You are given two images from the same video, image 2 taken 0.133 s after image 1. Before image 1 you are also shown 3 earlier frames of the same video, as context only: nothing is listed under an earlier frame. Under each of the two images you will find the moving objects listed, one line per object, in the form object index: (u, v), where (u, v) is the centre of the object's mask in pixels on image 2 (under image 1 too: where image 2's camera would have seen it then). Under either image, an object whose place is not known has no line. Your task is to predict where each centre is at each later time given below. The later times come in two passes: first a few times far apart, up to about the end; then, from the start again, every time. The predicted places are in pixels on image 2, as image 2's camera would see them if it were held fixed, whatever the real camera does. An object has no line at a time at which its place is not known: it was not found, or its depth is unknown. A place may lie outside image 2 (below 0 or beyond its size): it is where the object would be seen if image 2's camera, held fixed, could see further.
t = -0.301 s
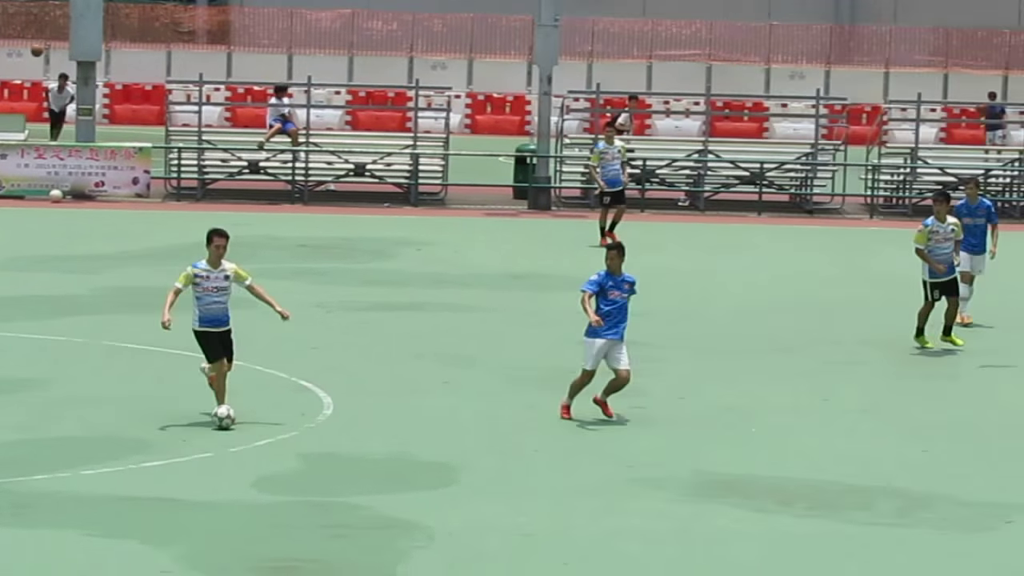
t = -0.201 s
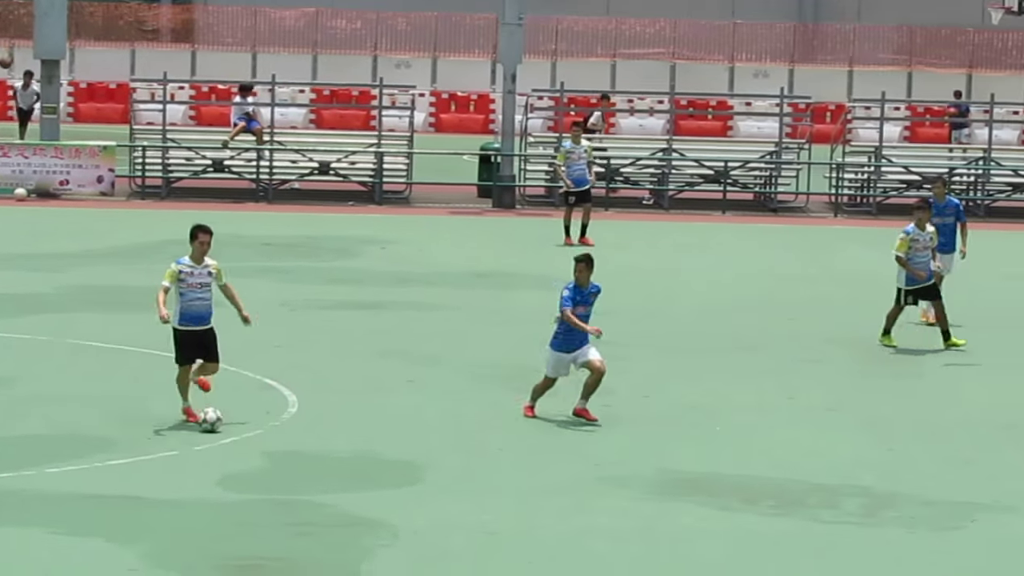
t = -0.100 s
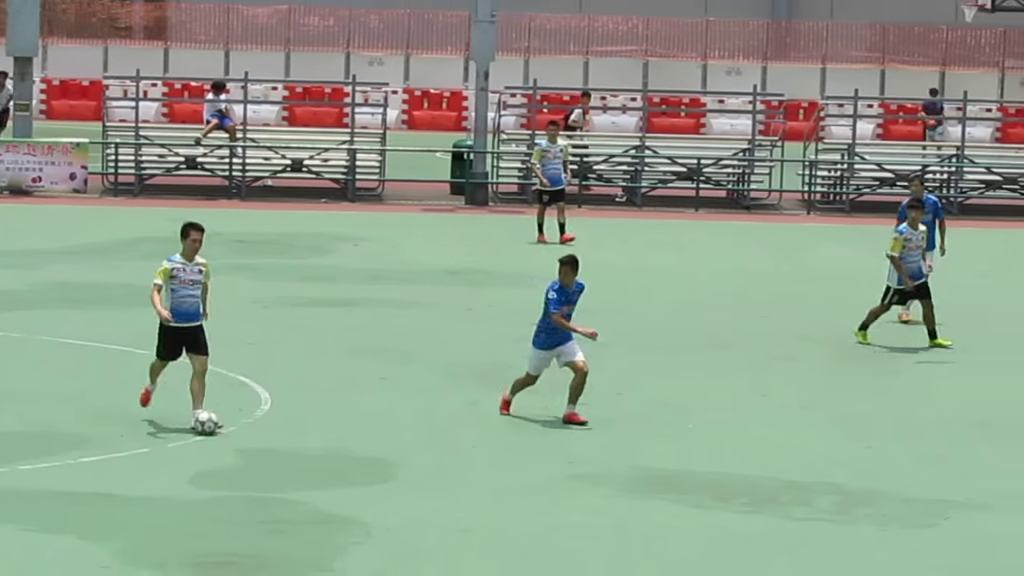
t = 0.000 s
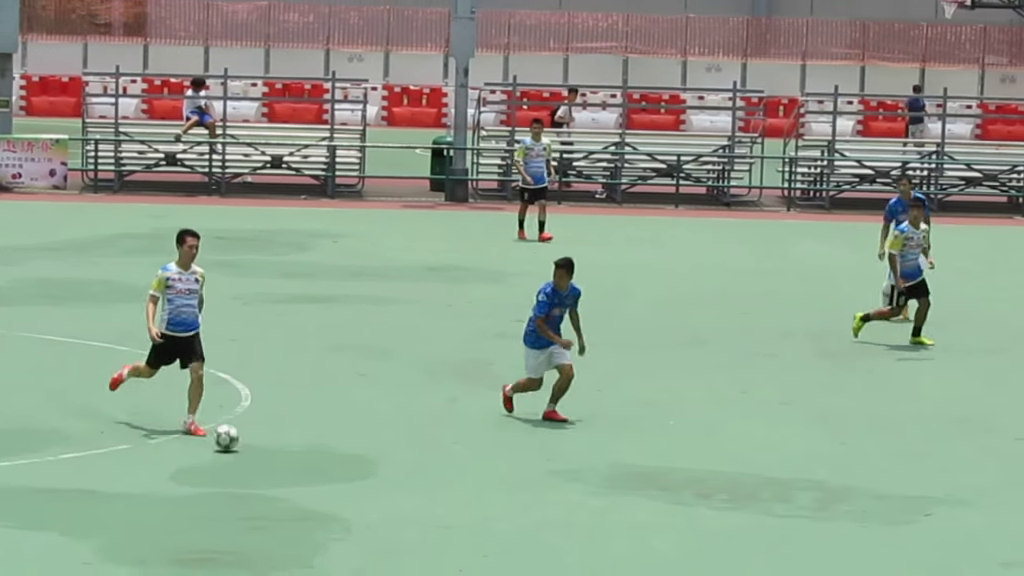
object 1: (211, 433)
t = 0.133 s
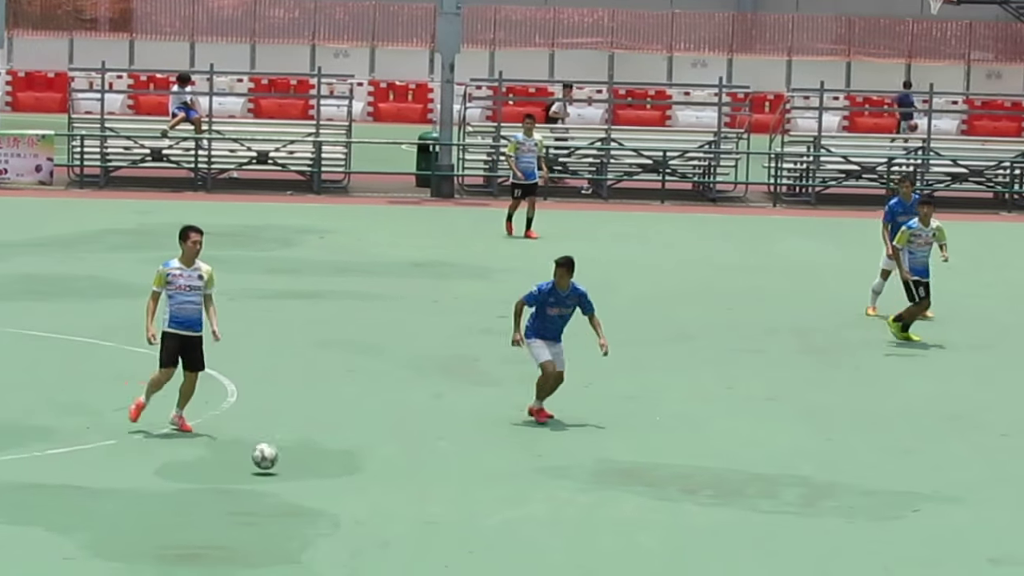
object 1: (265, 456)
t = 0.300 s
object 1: (327, 487)
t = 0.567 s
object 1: (419, 527)
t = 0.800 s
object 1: (504, 563)
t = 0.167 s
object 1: (278, 465)
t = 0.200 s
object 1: (291, 475)
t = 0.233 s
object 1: (303, 478)
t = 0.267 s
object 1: (315, 481)
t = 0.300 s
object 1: (327, 487)
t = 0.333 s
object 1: (339, 494)
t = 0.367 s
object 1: (351, 502)
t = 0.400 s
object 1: (363, 509)
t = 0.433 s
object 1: (374, 509)
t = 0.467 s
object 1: (385, 511)
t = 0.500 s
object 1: (396, 515)
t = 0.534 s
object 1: (408, 520)
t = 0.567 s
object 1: (419, 527)
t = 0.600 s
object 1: (431, 537)
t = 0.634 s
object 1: (443, 547)
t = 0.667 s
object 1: (455, 558)
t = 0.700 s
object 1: (467, 556)
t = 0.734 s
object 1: (479, 556)
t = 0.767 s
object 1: (491, 559)
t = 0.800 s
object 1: (504, 563)
